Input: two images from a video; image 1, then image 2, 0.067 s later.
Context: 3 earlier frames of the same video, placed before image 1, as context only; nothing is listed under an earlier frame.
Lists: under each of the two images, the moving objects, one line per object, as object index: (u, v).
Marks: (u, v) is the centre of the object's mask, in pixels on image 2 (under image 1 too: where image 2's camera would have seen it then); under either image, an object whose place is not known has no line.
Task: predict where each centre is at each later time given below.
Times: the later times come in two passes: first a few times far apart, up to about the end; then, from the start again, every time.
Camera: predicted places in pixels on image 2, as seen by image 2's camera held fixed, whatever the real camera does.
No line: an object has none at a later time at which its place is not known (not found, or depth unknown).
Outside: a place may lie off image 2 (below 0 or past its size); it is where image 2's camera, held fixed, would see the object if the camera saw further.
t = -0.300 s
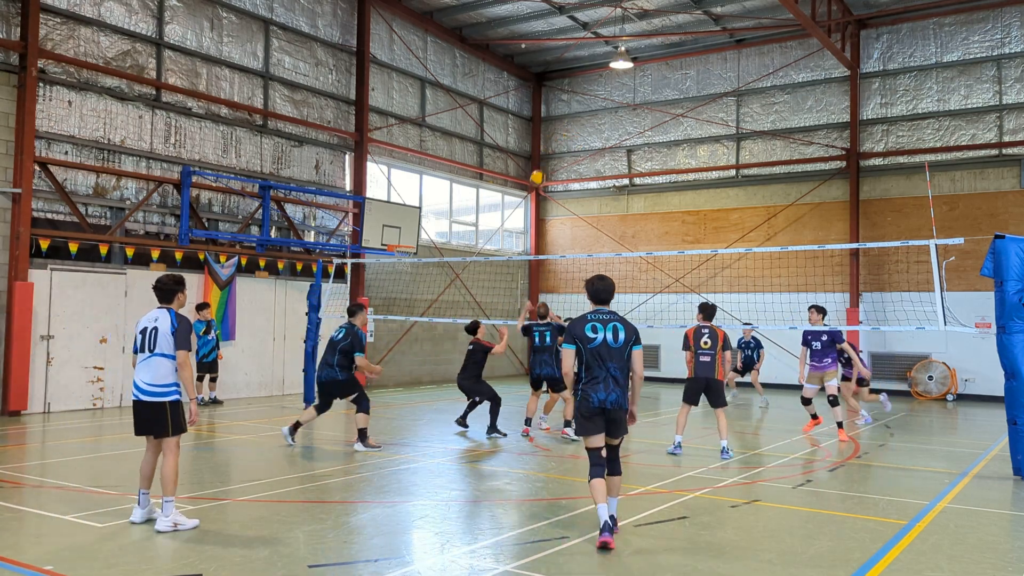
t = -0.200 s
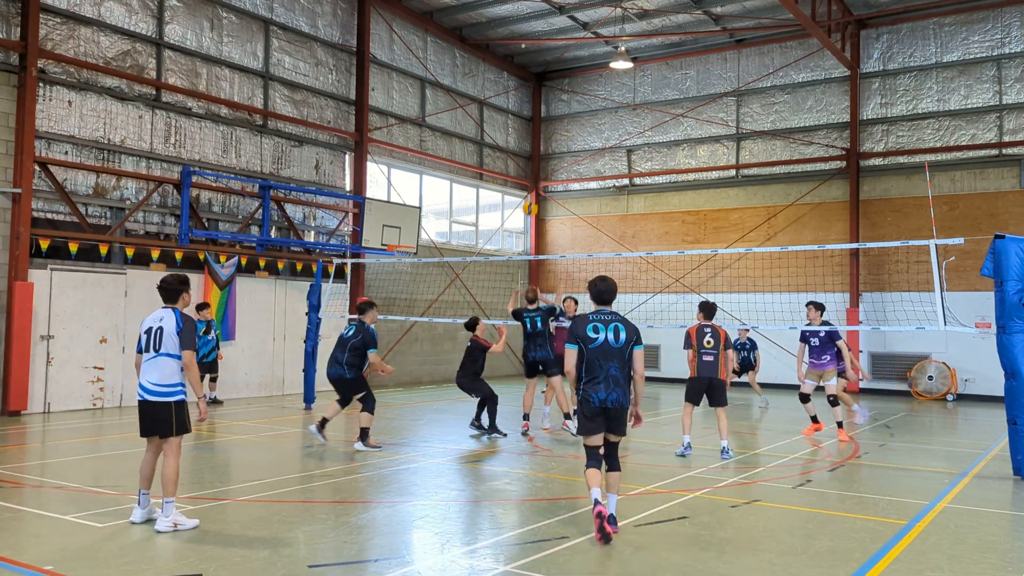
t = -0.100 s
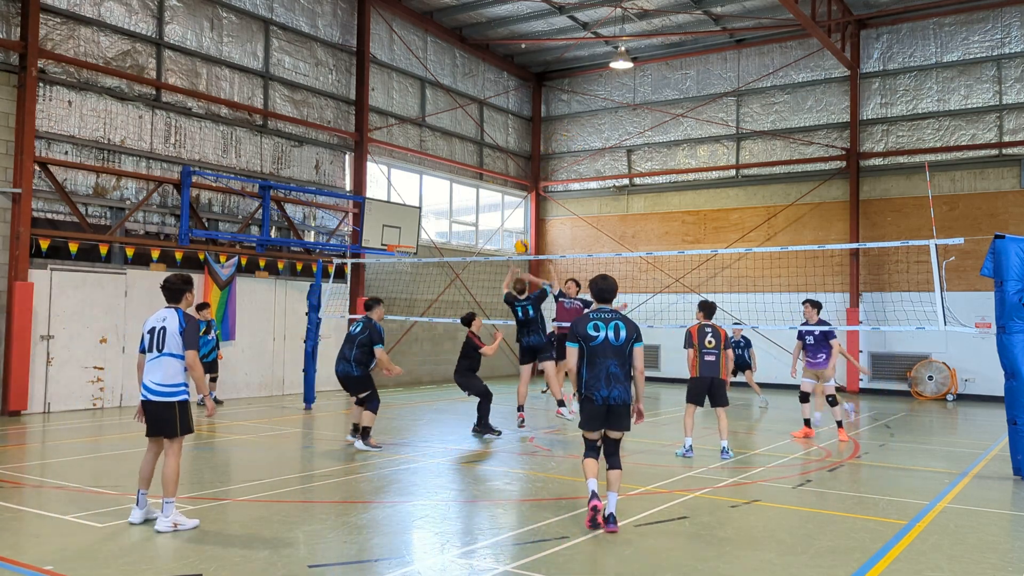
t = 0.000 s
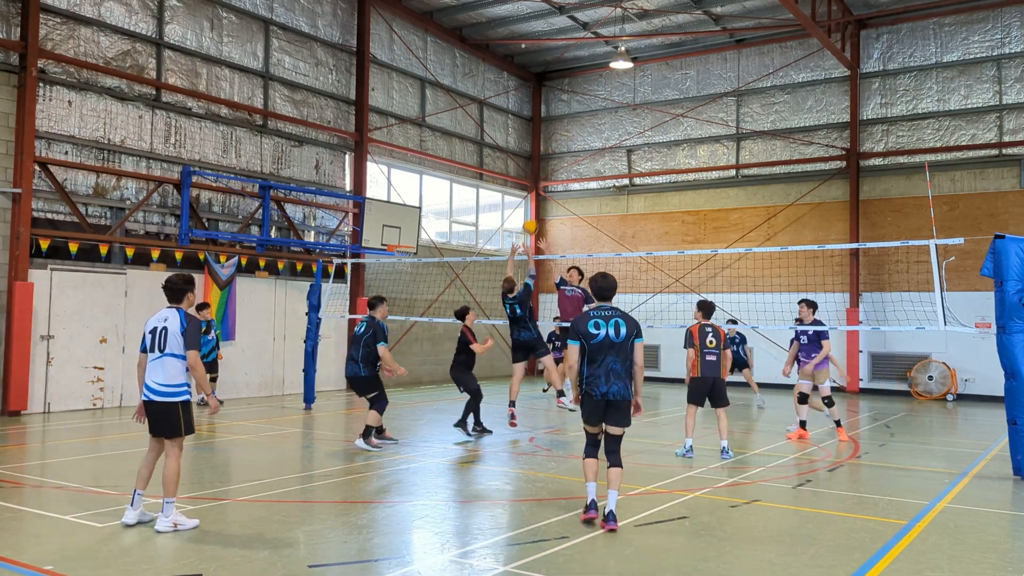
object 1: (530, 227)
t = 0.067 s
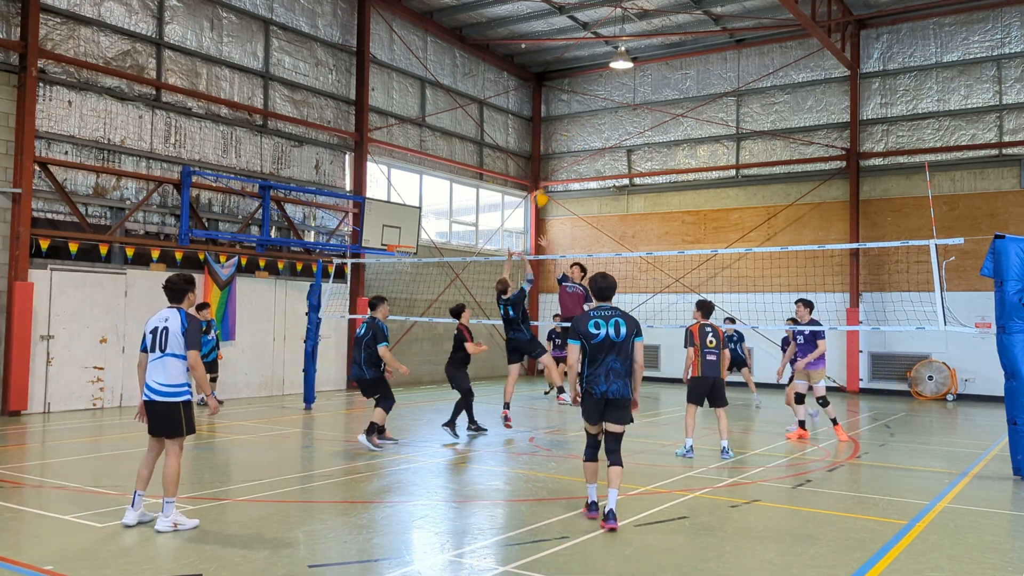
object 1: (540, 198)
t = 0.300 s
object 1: (576, 123)
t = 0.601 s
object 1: (625, 84)
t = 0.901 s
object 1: (676, 119)
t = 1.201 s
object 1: (728, 234)
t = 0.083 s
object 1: (542, 192)
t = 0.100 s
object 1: (545, 186)
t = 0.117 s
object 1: (547, 179)
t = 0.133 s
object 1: (550, 173)
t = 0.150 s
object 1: (552, 167)
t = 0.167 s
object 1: (555, 162)
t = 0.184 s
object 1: (558, 156)
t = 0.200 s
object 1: (560, 150)
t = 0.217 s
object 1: (563, 145)
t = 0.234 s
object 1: (565, 141)
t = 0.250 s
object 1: (568, 136)
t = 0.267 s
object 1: (571, 131)
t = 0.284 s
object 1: (573, 127)
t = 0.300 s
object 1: (576, 123)
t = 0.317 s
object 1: (578, 119)
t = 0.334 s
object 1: (581, 115)
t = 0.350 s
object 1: (584, 112)
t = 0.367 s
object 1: (586, 109)
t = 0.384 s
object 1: (589, 105)
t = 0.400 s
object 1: (592, 102)
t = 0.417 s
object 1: (595, 100)
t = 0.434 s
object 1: (597, 97)
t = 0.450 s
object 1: (600, 95)
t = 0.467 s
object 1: (603, 93)
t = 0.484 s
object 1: (605, 92)
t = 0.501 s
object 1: (608, 90)
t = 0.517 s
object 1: (611, 88)
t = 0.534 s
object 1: (614, 87)
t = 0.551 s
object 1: (617, 86)
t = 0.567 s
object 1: (619, 86)
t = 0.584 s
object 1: (622, 85)
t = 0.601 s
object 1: (625, 84)
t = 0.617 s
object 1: (628, 84)
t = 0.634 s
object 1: (630, 84)
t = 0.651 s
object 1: (633, 85)
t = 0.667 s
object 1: (636, 85)
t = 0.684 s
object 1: (639, 86)
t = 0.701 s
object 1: (642, 87)
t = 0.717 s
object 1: (645, 88)
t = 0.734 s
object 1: (647, 90)
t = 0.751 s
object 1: (650, 91)
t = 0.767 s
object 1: (653, 94)
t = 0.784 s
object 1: (656, 96)
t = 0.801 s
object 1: (659, 98)
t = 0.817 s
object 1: (662, 101)
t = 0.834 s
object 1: (665, 104)
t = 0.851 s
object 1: (668, 107)
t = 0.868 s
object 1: (671, 111)
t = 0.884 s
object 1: (673, 115)
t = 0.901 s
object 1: (676, 119)
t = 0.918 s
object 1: (679, 123)
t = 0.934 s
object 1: (682, 127)
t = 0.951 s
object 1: (685, 132)
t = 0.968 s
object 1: (688, 137)
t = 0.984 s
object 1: (690, 142)
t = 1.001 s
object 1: (693, 148)
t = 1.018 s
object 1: (696, 154)
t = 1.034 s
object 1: (699, 160)
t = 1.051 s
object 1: (702, 166)
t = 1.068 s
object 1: (705, 172)
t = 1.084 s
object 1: (708, 179)
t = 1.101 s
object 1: (711, 186)
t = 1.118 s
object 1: (714, 193)
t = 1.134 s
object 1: (717, 201)
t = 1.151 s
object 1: (719, 209)
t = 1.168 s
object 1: (723, 217)
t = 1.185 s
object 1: (725, 225)
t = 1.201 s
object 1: (728, 234)
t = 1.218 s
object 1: (730, 243)
